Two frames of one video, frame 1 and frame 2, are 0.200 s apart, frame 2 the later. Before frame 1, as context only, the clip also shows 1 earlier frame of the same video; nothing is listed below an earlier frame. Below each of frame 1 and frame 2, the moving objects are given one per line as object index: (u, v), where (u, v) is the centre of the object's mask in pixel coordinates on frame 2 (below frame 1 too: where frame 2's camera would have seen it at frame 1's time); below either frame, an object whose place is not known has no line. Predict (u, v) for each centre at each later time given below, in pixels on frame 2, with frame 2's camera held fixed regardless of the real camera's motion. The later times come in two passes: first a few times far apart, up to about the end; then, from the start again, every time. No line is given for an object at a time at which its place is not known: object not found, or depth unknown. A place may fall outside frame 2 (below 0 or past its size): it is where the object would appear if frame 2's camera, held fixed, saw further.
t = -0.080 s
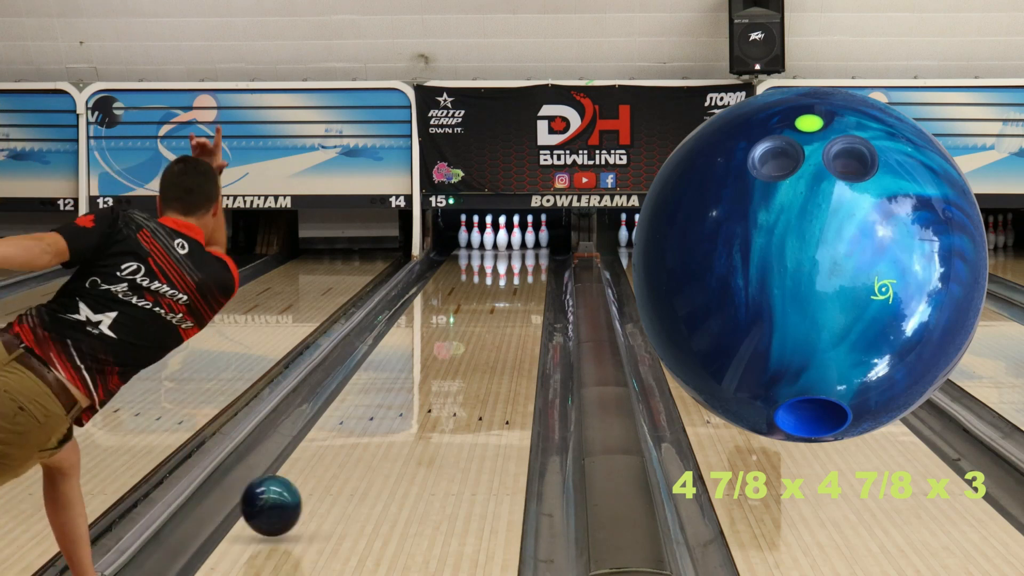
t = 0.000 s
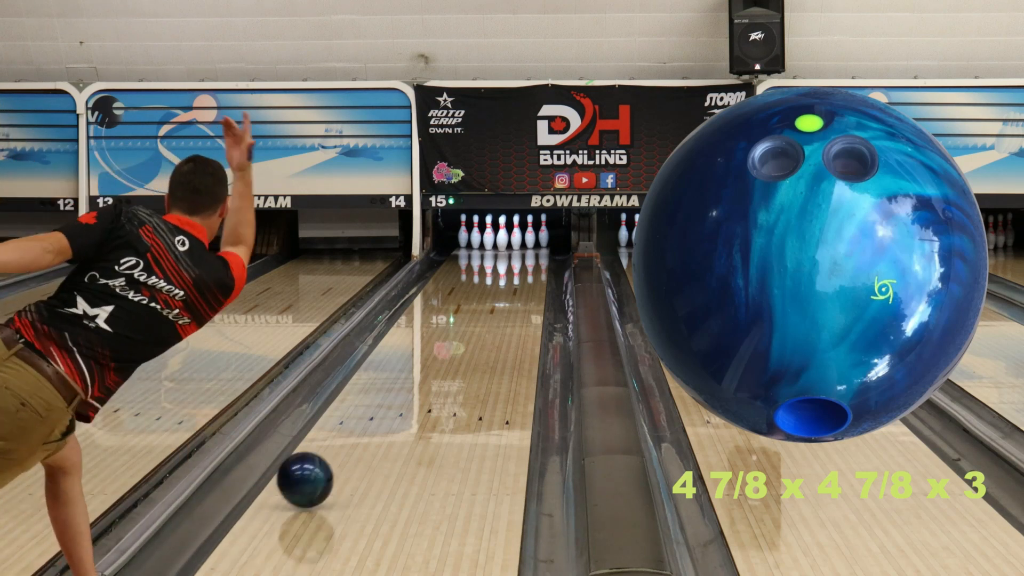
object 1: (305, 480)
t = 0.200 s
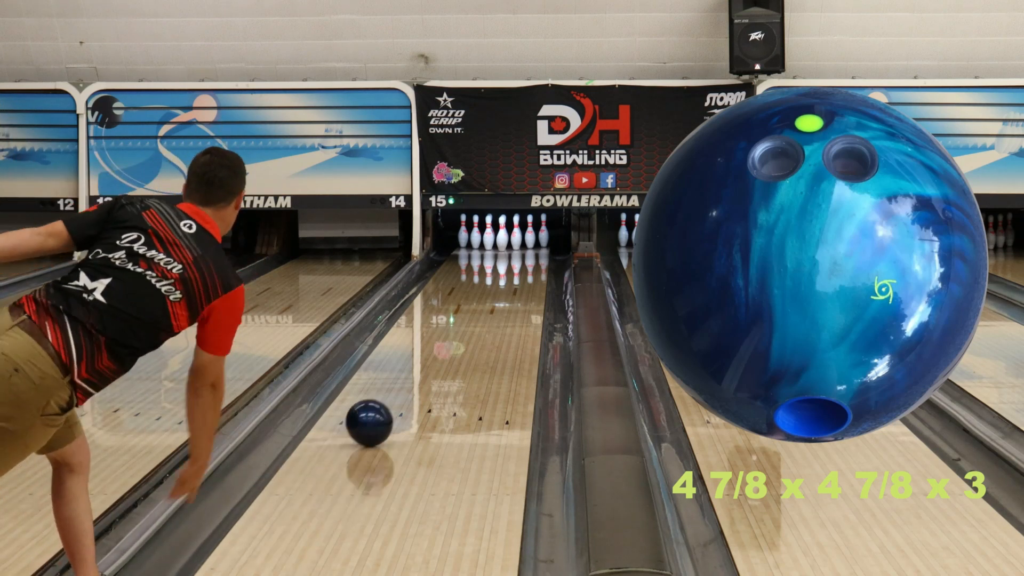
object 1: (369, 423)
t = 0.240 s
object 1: (379, 413)
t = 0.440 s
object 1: (422, 373)
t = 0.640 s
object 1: (453, 341)
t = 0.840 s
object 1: (477, 318)
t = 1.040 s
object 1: (495, 298)
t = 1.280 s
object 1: (511, 279)
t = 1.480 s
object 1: (519, 266)
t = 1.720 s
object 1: (519, 254)
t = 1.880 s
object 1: (513, 247)
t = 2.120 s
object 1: (502, 240)
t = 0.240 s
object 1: (379, 413)
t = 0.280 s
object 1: (389, 404)
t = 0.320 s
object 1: (398, 395)
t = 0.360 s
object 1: (406, 388)
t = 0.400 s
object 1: (414, 380)
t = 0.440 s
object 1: (422, 373)
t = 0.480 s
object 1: (428, 366)
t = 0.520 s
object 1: (435, 359)
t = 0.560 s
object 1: (441, 353)
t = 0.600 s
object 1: (447, 347)
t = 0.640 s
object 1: (453, 341)
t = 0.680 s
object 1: (458, 336)
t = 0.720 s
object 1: (463, 331)
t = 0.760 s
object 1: (468, 326)
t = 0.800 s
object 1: (472, 322)
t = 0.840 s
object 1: (477, 318)
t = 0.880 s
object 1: (481, 313)
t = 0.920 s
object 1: (485, 309)
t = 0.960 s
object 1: (488, 305)
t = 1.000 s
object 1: (492, 302)
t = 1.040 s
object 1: (495, 298)
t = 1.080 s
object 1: (498, 294)
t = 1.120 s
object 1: (501, 291)
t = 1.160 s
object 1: (504, 288)
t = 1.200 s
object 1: (507, 285)
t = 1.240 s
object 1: (509, 282)
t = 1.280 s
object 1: (511, 279)
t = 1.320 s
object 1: (514, 276)
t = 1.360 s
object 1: (515, 274)
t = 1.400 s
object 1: (517, 271)
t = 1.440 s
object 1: (518, 269)
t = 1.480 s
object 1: (519, 266)
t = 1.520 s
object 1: (520, 264)
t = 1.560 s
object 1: (521, 262)
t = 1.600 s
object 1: (521, 260)
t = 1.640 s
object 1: (521, 258)
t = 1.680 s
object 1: (520, 256)
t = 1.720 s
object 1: (519, 254)
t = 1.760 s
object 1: (518, 252)
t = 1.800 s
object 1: (517, 251)
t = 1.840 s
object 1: (515, 249)
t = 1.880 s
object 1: (513, 247)
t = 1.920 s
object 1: (511, 246)
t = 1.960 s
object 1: (509, 244)
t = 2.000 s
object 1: (506, 242)
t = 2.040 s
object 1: (506, 242)
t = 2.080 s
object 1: (505, 241)
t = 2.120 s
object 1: (502, 240)
